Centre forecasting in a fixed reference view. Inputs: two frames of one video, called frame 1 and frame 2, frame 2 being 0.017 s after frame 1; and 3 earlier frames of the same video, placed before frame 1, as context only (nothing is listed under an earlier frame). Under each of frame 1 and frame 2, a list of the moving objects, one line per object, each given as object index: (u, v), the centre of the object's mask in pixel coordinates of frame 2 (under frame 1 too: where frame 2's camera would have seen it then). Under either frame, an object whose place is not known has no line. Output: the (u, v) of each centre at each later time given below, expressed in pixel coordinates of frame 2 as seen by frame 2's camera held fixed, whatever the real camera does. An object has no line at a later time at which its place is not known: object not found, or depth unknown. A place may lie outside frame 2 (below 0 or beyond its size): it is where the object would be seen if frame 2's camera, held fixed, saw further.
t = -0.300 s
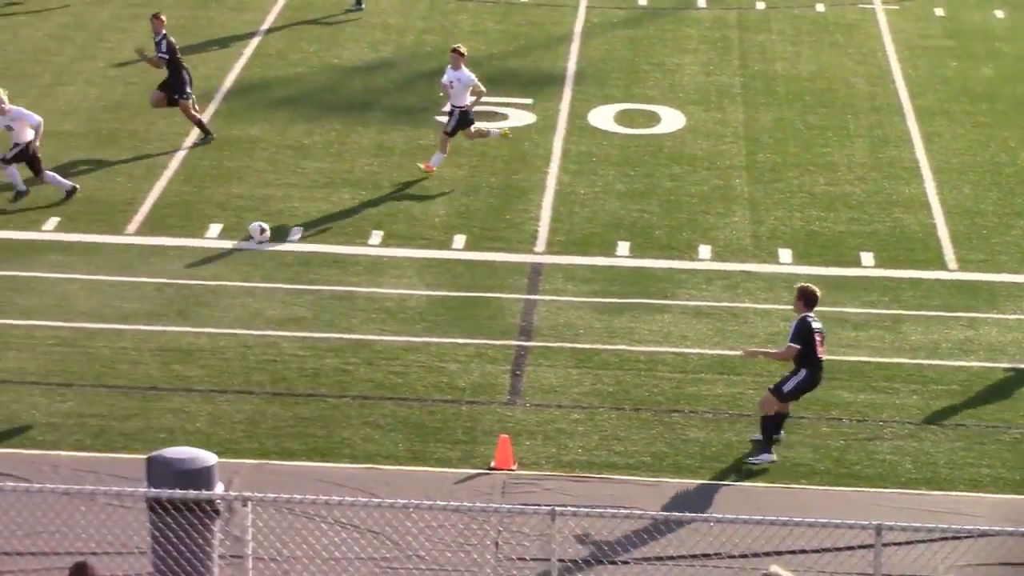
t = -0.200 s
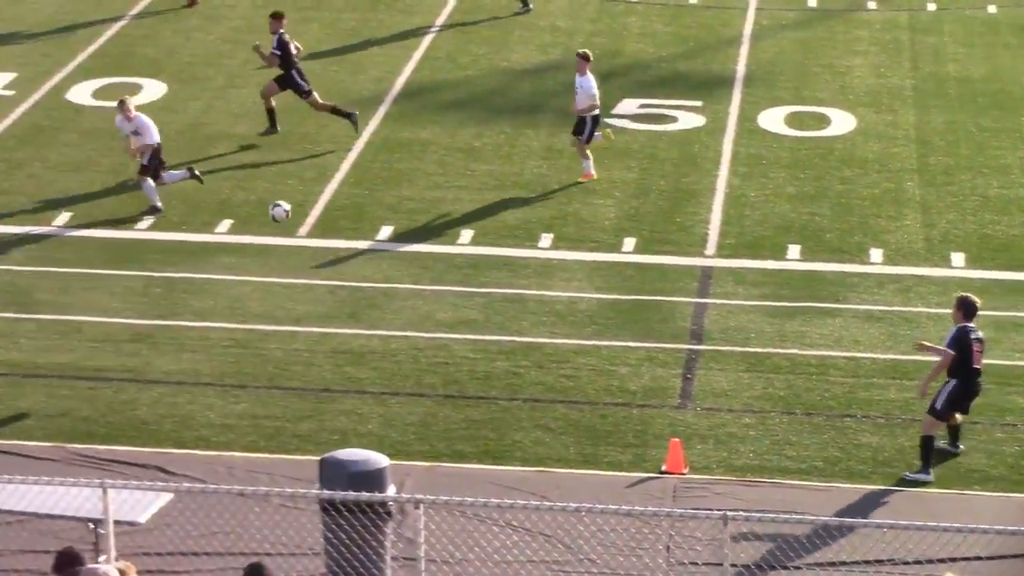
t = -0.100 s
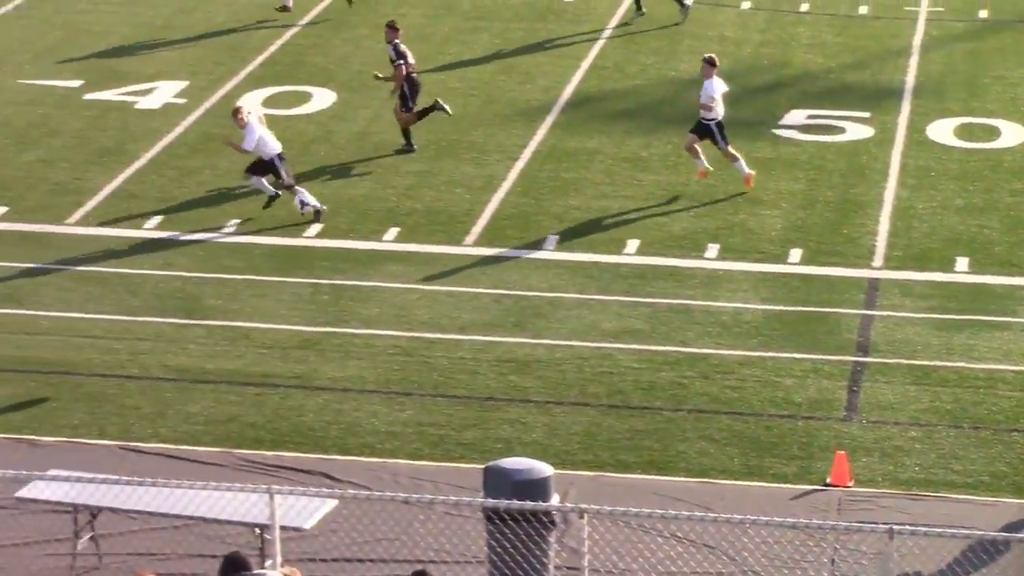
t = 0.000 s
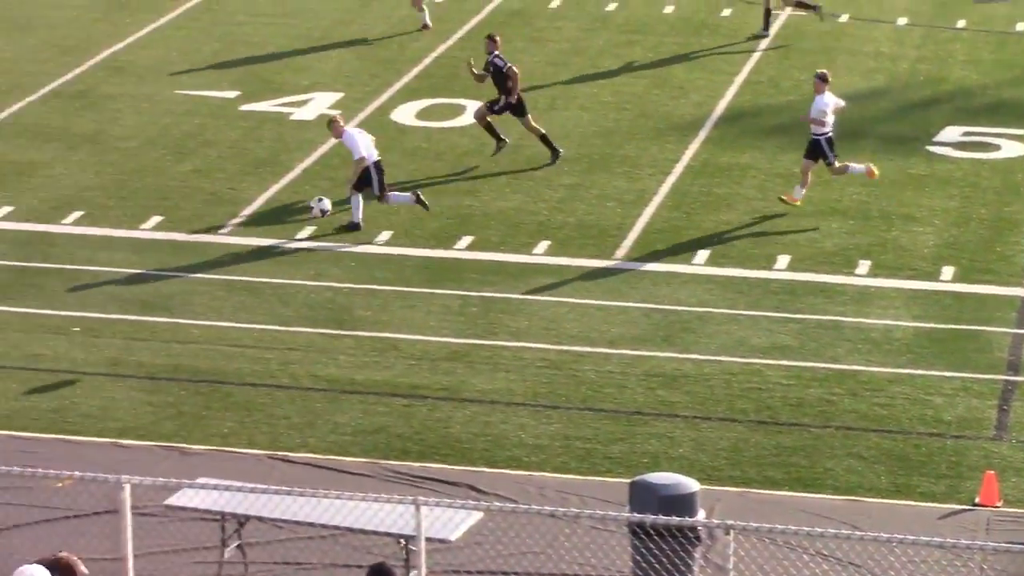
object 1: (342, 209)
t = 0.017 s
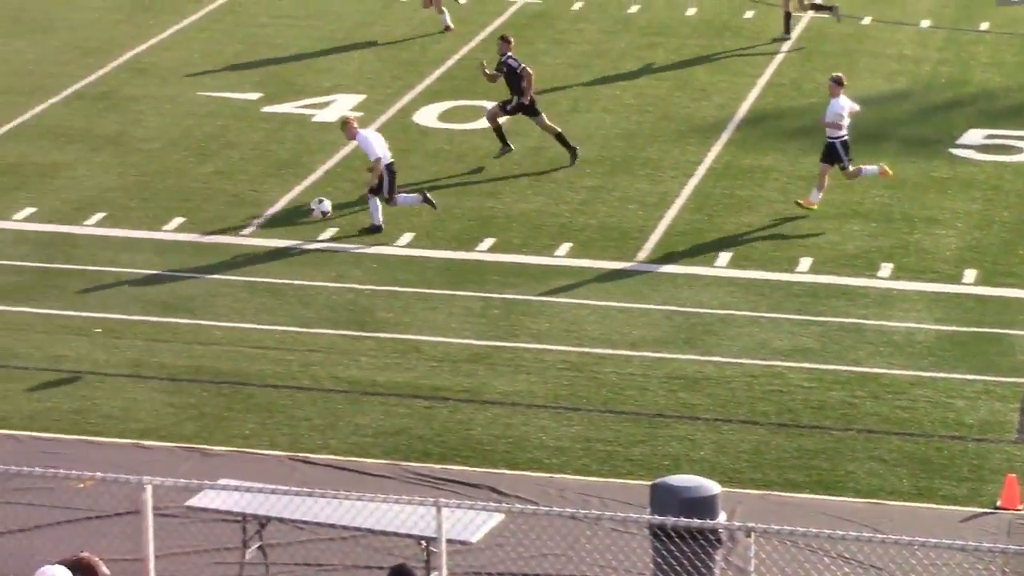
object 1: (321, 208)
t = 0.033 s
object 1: (300, 207)
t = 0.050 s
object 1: (277, 206)
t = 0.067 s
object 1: (256, 205)
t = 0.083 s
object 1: (235, 206)
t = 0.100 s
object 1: (213, 206)
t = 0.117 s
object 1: (192, 206)
